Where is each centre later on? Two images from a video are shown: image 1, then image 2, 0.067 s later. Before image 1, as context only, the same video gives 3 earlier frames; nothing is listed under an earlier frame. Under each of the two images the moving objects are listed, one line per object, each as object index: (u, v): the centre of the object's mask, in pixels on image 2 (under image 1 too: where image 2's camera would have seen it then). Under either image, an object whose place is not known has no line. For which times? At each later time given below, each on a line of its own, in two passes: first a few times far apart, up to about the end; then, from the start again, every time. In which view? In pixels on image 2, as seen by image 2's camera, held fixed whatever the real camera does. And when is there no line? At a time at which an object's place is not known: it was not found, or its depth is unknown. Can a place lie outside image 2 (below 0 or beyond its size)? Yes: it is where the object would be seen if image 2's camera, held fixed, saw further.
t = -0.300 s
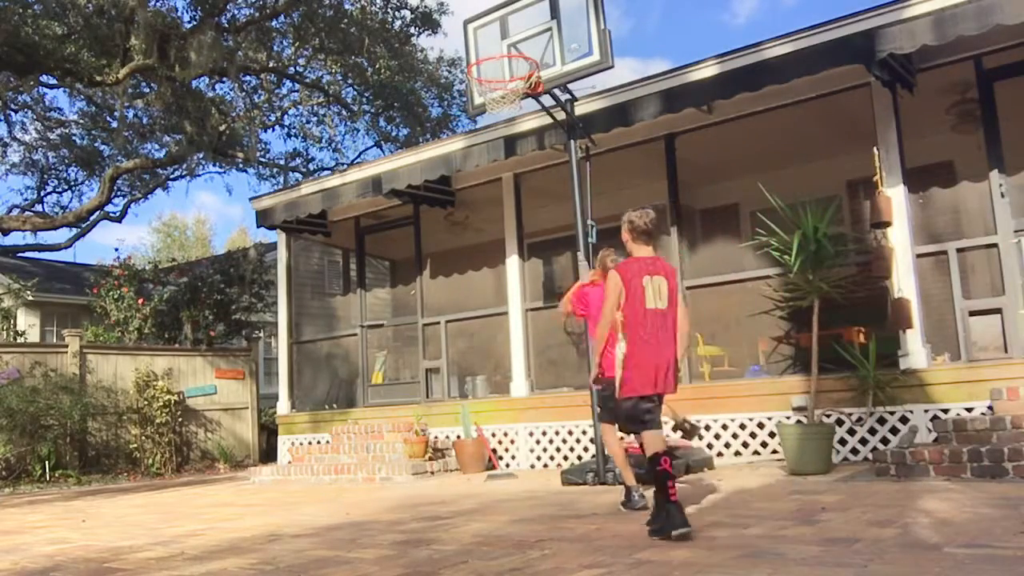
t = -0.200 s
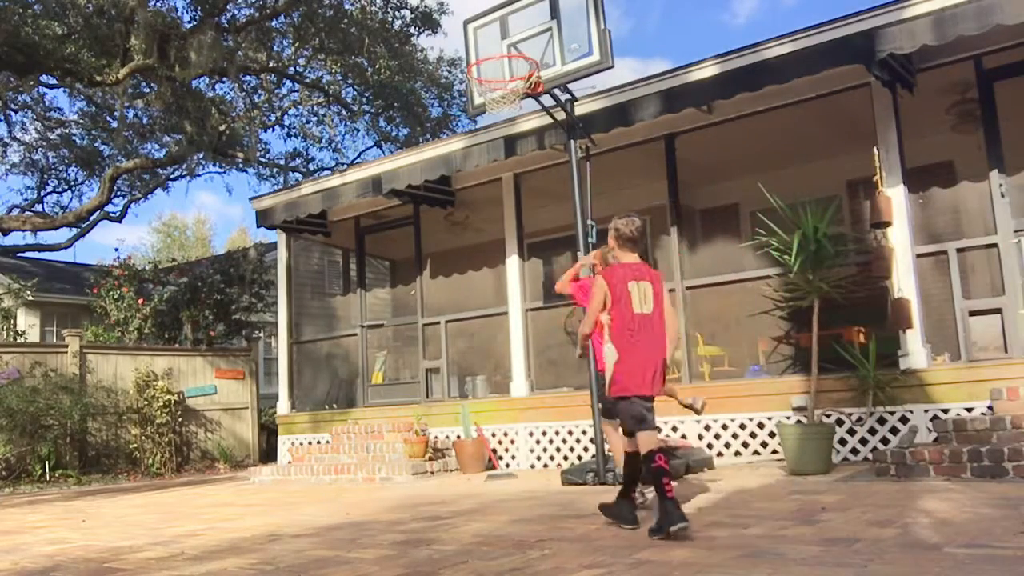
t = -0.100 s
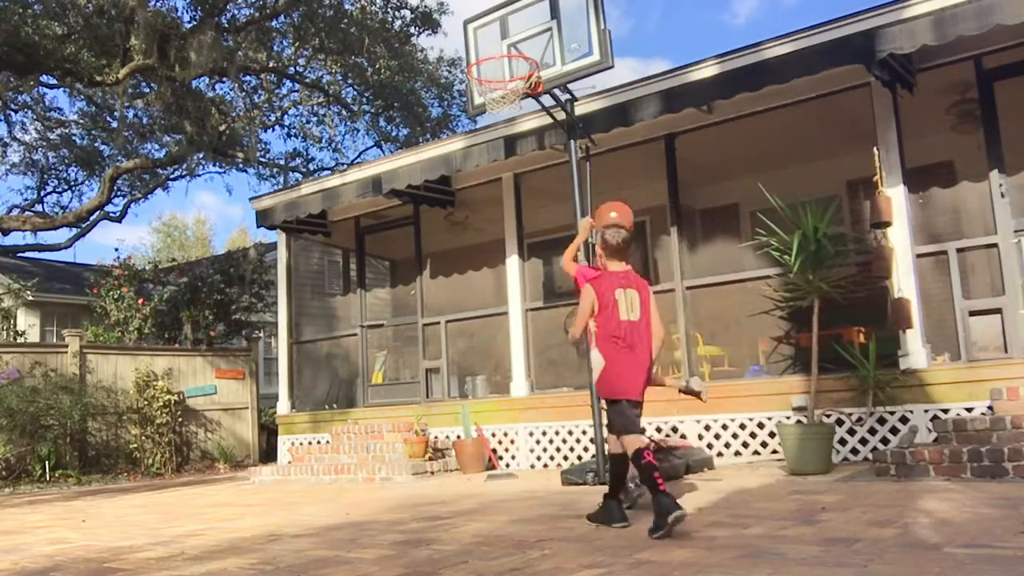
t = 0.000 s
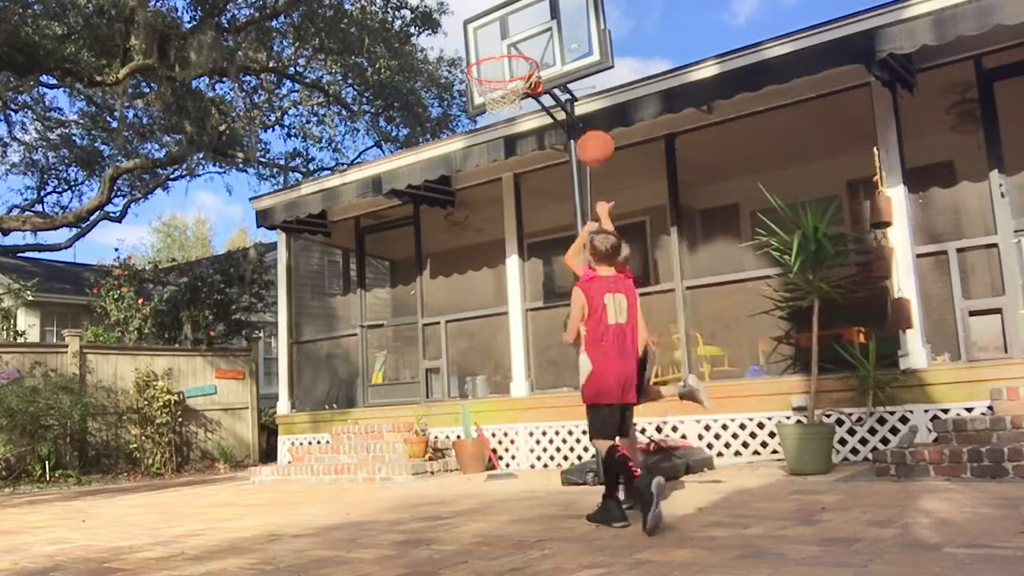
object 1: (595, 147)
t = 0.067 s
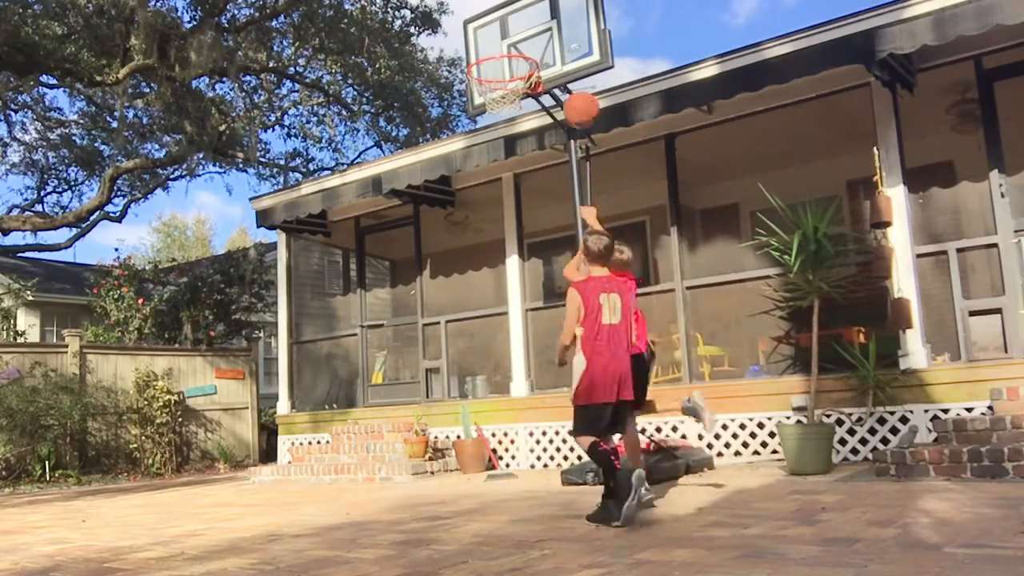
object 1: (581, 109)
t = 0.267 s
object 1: (545, 39)
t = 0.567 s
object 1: (498, 41)
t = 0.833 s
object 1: (493, 66)
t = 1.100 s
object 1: (521, 114)
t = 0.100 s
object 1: (574, 93)
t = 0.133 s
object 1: (568, 79)
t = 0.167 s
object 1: (561, 66)
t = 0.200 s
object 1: (556, 56)
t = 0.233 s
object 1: (550, 46)
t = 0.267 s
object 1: (545, 39)
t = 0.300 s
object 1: (540, 33)
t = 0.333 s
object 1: (535, 29)
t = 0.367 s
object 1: (529, 26)
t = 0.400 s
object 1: (523, 25)
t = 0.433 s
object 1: (518, 25)
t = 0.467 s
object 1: (514, 27)
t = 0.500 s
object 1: (508, 30)
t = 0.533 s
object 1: (503, 34)
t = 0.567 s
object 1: (498, 41)
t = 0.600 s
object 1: (493, 49)
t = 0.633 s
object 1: (488, 59)
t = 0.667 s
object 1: (486, 62)
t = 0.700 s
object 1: (487, 60)
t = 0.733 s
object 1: (489, 59)
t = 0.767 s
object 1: (490, 60)
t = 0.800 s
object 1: (492, 62)
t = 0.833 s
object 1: (493, 66)
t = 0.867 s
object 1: (496, 71)
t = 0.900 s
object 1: (503, 77)
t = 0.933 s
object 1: (508, 83)
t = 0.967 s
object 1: (513, 89)
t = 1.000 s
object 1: (517, 97)
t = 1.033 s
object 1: (520, 103)
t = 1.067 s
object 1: (521, 106)
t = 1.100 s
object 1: (521, 114)
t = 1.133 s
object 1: (522, 122)
